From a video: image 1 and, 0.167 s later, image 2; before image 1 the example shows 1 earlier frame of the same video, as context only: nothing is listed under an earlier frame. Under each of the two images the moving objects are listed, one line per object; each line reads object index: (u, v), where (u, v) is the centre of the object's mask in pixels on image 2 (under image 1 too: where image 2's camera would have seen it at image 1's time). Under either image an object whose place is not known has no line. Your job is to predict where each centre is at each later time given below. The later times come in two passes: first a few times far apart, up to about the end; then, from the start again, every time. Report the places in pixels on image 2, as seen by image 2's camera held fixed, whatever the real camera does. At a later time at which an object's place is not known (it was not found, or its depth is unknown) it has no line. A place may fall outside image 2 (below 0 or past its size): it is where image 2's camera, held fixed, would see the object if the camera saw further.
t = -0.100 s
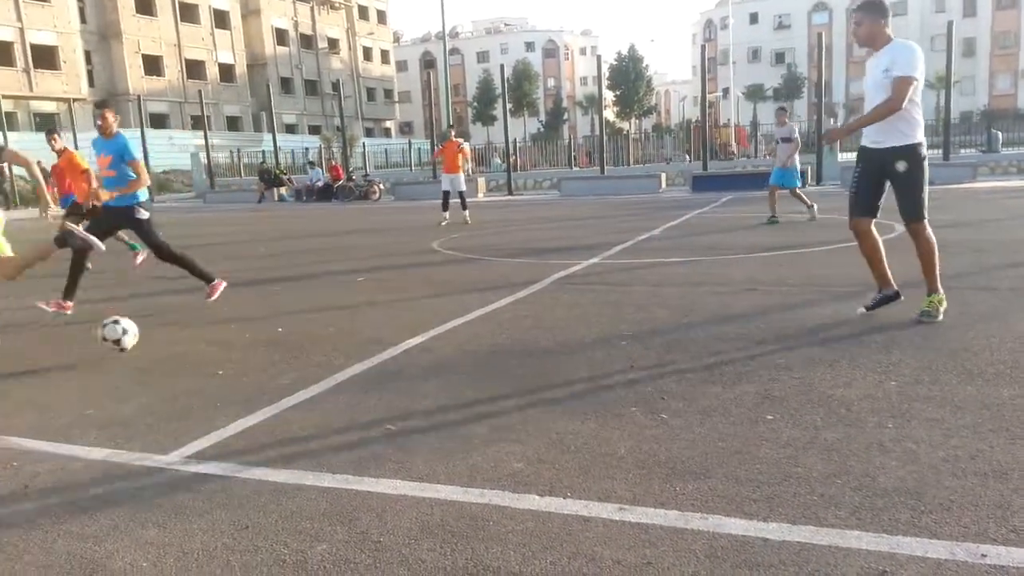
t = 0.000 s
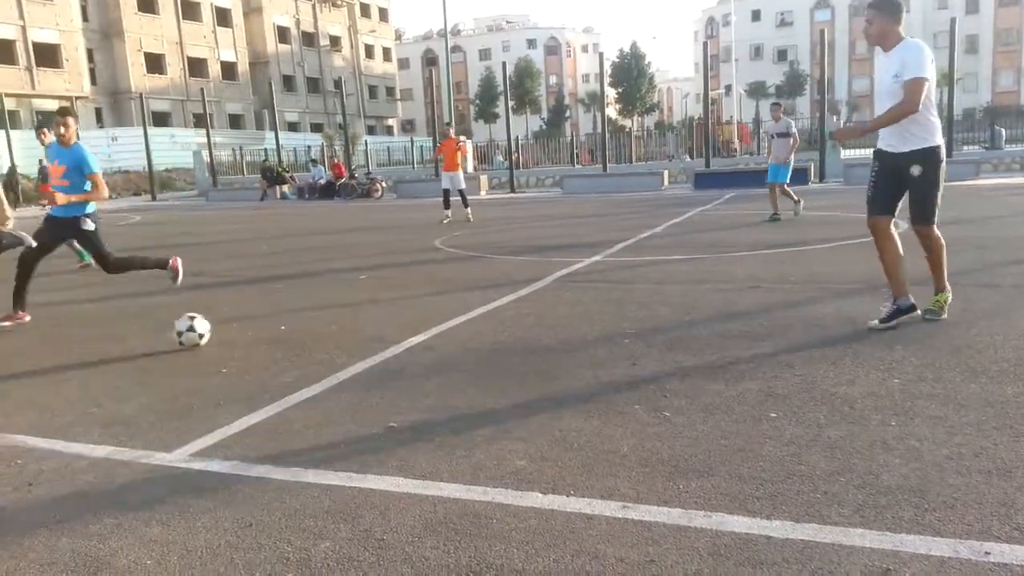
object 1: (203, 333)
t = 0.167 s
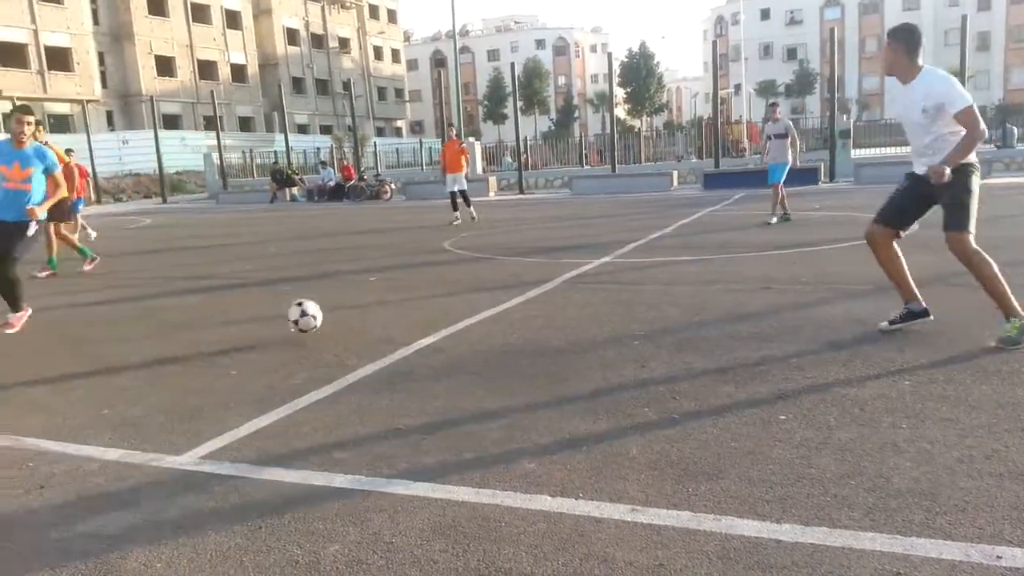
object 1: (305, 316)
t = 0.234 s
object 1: (344, 316)
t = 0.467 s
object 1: (470, 302)
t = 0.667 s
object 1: (569, 295)
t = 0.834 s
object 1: (646, 290)
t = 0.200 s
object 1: (323, 317)
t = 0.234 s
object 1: (344, 316)
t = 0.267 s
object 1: (362, 313)
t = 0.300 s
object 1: (381, 308)
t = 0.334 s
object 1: (399, 307)
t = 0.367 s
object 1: (417, 308)
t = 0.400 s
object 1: (435, 309)
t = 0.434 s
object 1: (453, 307)
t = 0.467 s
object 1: (470, 302)
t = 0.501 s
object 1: (487, 301)
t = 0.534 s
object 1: (505, 300)
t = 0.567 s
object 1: (521, 302)
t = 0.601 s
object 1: (537, 298)
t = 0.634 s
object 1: (554, 296)
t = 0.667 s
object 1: (569, 295)
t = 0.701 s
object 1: (585, 296)
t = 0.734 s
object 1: (601, 293)
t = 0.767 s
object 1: (616, 290)
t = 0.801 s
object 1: (631, 289)
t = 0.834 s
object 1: (646, 290)
